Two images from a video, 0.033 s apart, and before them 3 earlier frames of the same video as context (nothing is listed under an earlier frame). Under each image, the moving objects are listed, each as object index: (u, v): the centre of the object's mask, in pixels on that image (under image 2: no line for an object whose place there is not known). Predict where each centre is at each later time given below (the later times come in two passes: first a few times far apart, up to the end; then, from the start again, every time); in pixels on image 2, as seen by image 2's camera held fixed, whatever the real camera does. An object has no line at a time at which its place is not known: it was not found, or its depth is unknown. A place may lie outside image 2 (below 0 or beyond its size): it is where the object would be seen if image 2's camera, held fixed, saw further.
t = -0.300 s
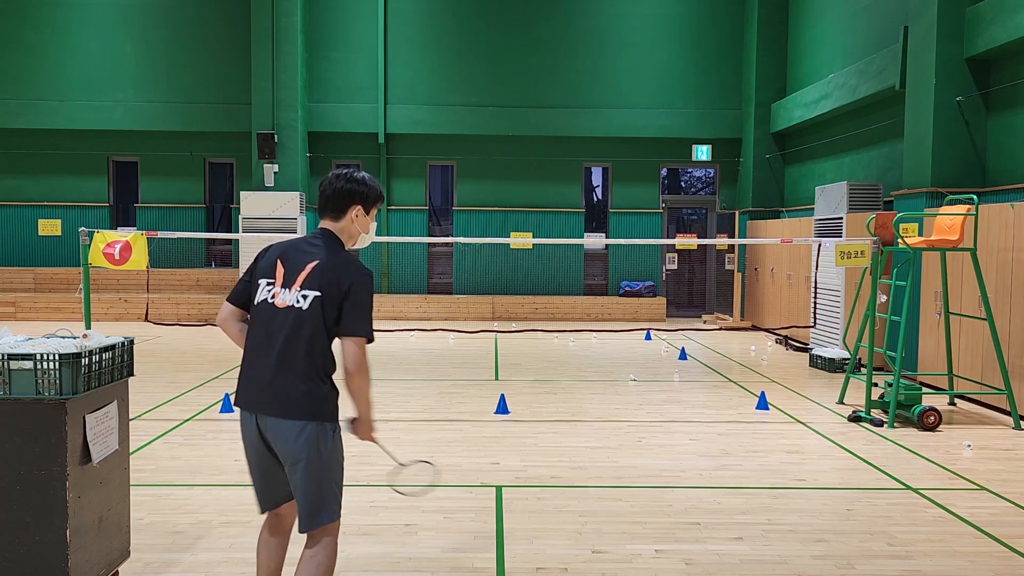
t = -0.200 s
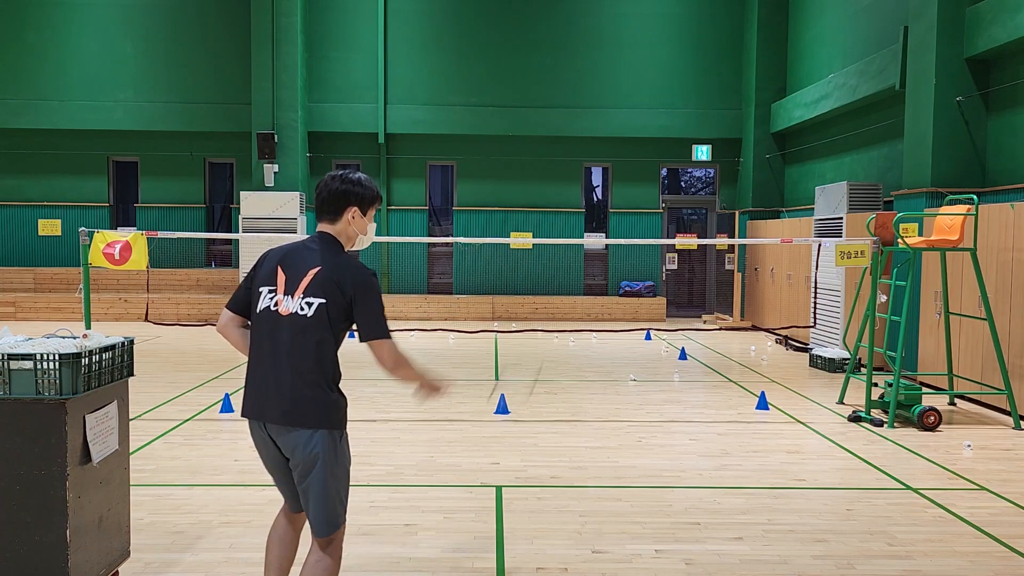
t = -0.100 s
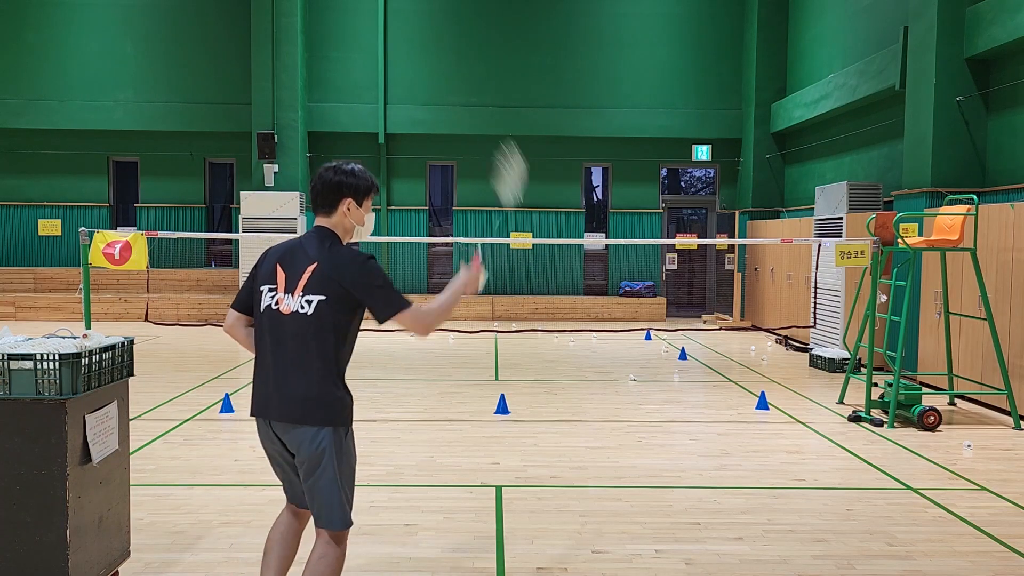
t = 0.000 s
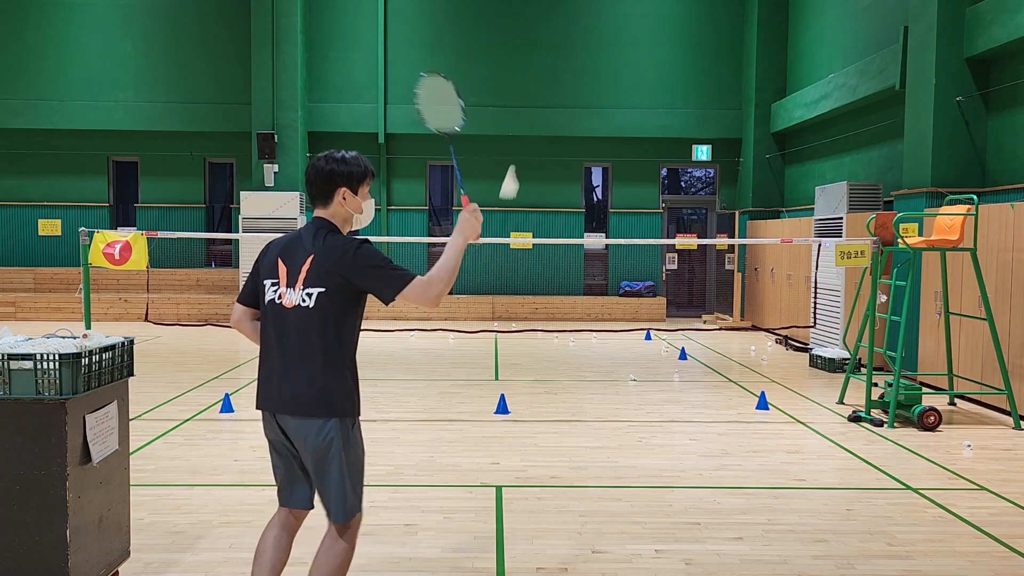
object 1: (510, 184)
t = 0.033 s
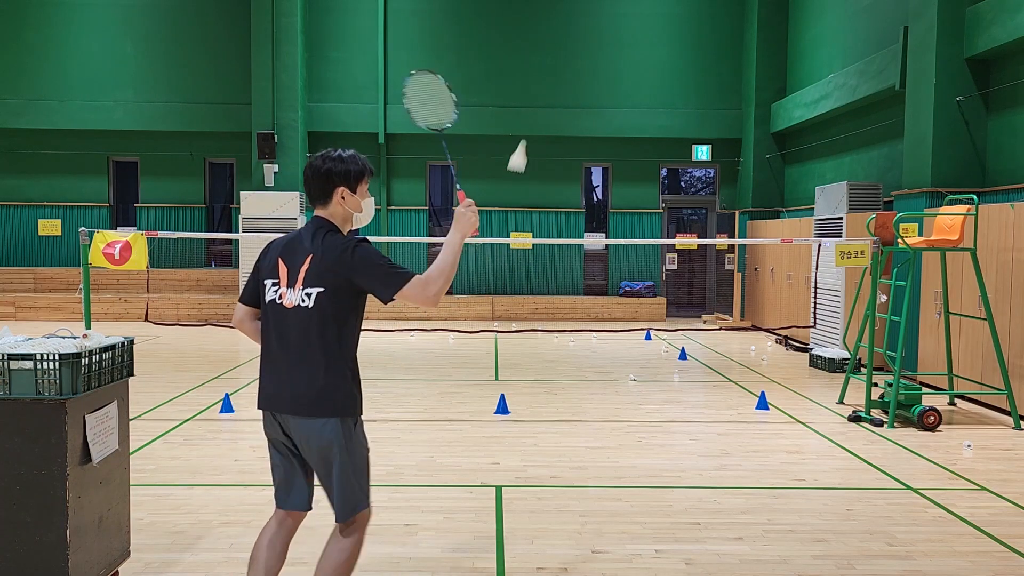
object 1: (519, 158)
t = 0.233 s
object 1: (576, 60)
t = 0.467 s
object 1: (647, 74)
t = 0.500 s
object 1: (657, 86)
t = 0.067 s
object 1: (528, 135)
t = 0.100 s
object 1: (537, 114)
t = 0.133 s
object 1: (546, 96)
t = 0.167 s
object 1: (556, 81)
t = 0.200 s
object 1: (566, 69)
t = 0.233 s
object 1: (576, 60)
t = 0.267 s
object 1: (586, 54)
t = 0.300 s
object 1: (596, 50)
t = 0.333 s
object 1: (607, 49)
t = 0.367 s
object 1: (617, 51)
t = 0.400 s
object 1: (627, 56)
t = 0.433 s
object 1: (637, 64)
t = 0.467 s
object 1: (647, 74)
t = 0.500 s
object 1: (657, 86)
